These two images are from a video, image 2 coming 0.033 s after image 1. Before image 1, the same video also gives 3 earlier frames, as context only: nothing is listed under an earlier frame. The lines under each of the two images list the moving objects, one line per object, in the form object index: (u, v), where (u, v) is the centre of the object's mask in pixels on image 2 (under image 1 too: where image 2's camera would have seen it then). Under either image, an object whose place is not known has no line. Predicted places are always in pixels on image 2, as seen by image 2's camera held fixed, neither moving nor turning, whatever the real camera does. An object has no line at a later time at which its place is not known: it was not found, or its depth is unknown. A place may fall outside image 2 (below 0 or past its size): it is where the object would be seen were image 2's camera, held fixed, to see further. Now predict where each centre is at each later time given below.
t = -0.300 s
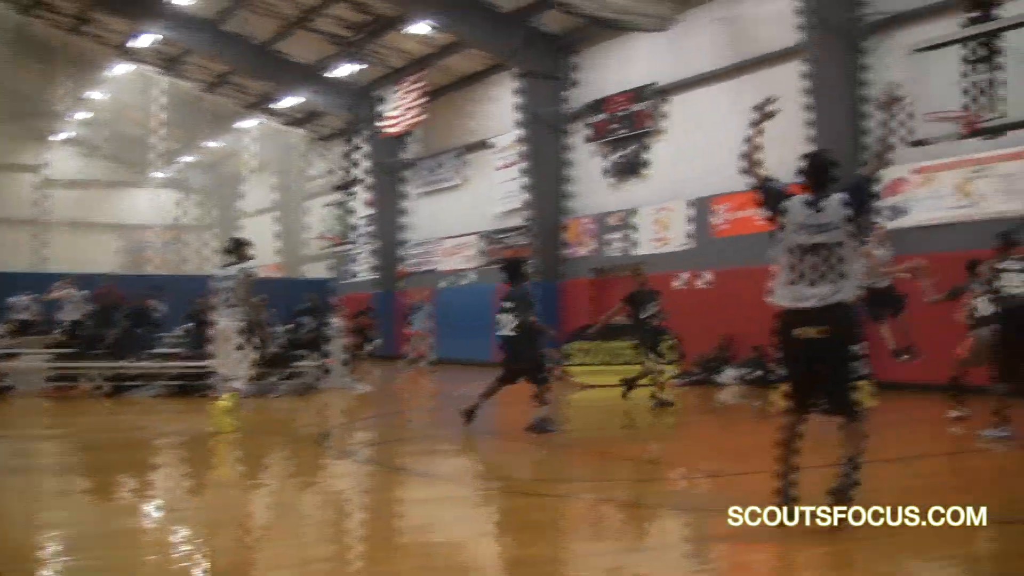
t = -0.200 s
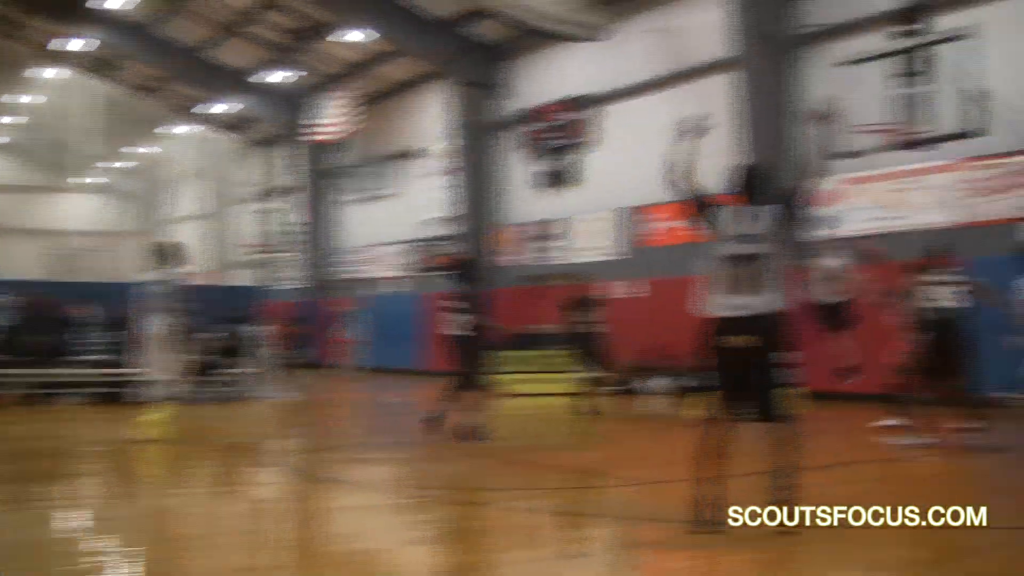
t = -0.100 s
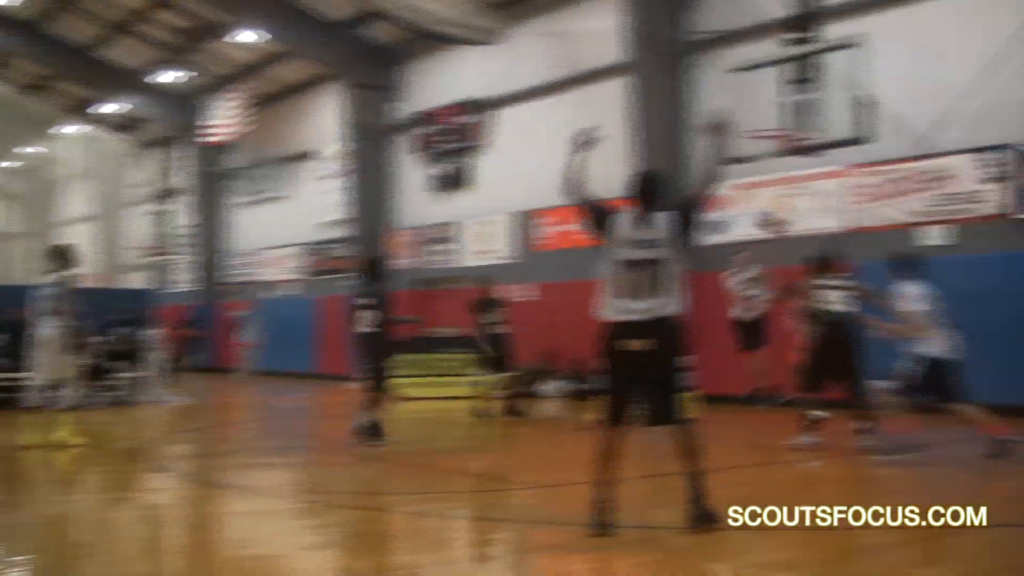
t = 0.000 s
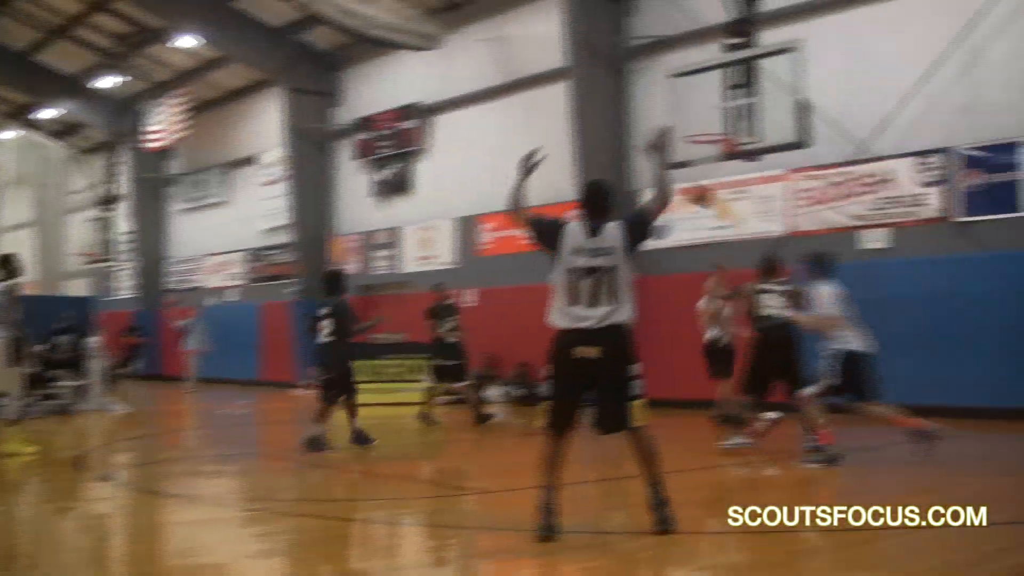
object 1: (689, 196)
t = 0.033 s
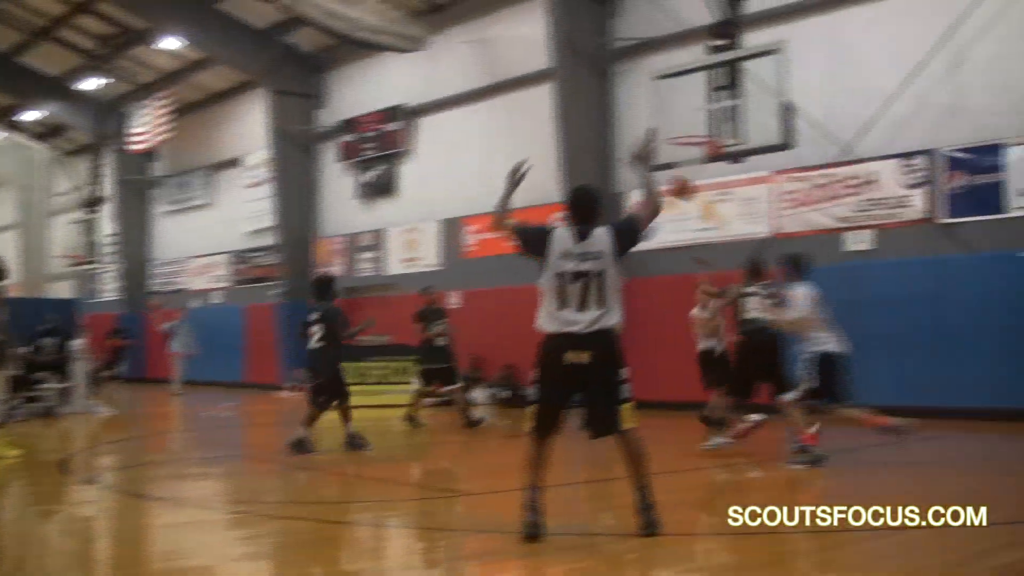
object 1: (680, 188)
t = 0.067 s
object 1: (674, 182)
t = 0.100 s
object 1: (667, 174)
